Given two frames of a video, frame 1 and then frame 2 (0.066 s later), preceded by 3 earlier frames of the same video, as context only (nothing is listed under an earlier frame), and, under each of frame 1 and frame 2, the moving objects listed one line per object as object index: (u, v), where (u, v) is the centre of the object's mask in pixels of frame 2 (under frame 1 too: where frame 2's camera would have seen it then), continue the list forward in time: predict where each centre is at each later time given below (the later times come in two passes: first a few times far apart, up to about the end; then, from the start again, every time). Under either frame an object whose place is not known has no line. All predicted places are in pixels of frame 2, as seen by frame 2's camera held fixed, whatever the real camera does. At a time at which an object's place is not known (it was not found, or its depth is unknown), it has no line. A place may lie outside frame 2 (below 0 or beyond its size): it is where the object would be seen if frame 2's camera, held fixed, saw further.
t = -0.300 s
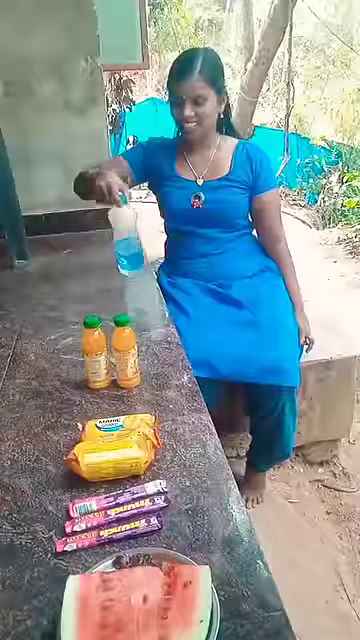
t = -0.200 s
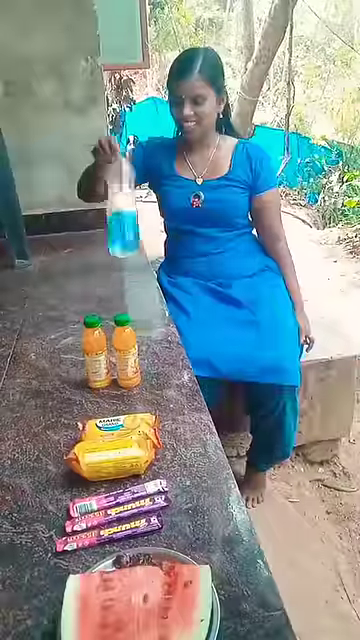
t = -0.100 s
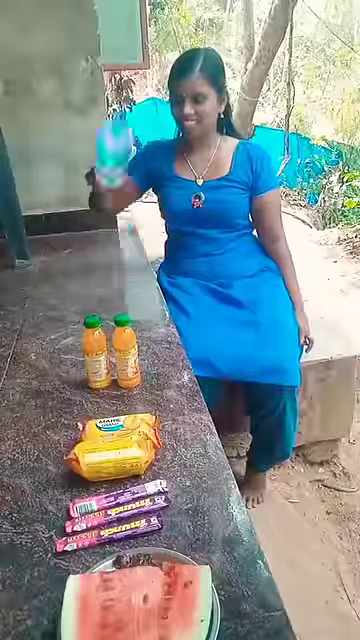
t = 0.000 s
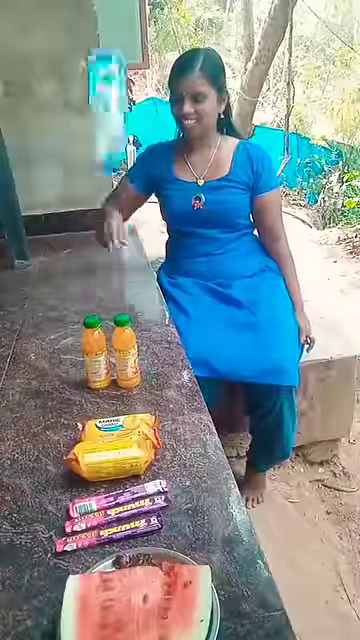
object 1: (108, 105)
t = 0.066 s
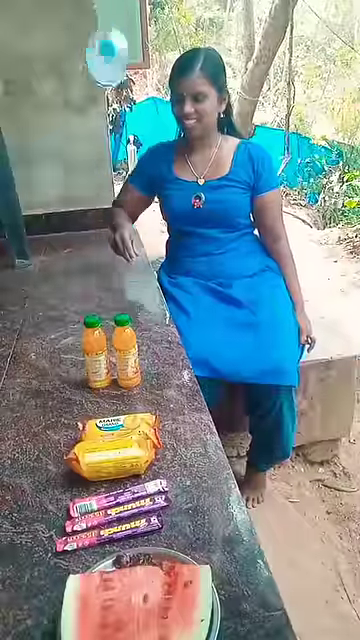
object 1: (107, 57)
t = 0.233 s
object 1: (112, 94)
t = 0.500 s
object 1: (128, 296)
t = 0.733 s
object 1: (120, 297)
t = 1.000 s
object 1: (115, 296)
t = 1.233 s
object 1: (118, 296)
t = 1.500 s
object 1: (120, 297)
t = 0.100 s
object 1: (106, 46)
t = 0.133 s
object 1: (106, 50)
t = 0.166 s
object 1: (108, 59)
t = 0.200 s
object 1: (109, 70)
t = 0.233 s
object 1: (112, 94)
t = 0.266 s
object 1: (115, 122)
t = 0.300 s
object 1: (118, 155)
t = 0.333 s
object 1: (122, 196)
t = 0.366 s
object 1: (127, 229)
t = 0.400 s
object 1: (129, 266)
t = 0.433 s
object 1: (130, 281)
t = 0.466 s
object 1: (128, 288)
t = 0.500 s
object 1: (128, 296)
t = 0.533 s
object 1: (127, 296)
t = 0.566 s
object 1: (126, 296)
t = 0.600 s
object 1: (125, 296)
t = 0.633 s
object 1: (123, 297)
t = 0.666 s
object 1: (122, 297)
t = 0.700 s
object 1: (121, 297)
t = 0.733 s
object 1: (120, 297)
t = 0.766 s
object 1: (118, 296)
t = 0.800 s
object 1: (118, 297)
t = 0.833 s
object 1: (118, 296)
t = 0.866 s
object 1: (117, 297)
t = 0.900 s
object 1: (116, 297)
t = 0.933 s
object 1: (116, 297)
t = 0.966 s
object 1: (115, 297)
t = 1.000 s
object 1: (115, 296)
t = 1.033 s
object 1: (115, 297)
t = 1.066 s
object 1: (116, 297)
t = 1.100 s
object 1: (116, 297)
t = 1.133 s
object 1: (116, 297)
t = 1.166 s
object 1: (117, 297)
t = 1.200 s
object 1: (117, 297)
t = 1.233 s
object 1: (118, 296)
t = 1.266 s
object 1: (118, 297)
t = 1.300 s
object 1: (119, 297)
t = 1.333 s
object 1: (119, 296)
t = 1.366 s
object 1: (120, 296)
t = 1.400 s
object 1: (121, 297)
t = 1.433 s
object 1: (120, 296)
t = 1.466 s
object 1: (120, 296)
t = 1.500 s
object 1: (120, 297)
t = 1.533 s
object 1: (120, 297)
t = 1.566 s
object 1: (119, 296)
